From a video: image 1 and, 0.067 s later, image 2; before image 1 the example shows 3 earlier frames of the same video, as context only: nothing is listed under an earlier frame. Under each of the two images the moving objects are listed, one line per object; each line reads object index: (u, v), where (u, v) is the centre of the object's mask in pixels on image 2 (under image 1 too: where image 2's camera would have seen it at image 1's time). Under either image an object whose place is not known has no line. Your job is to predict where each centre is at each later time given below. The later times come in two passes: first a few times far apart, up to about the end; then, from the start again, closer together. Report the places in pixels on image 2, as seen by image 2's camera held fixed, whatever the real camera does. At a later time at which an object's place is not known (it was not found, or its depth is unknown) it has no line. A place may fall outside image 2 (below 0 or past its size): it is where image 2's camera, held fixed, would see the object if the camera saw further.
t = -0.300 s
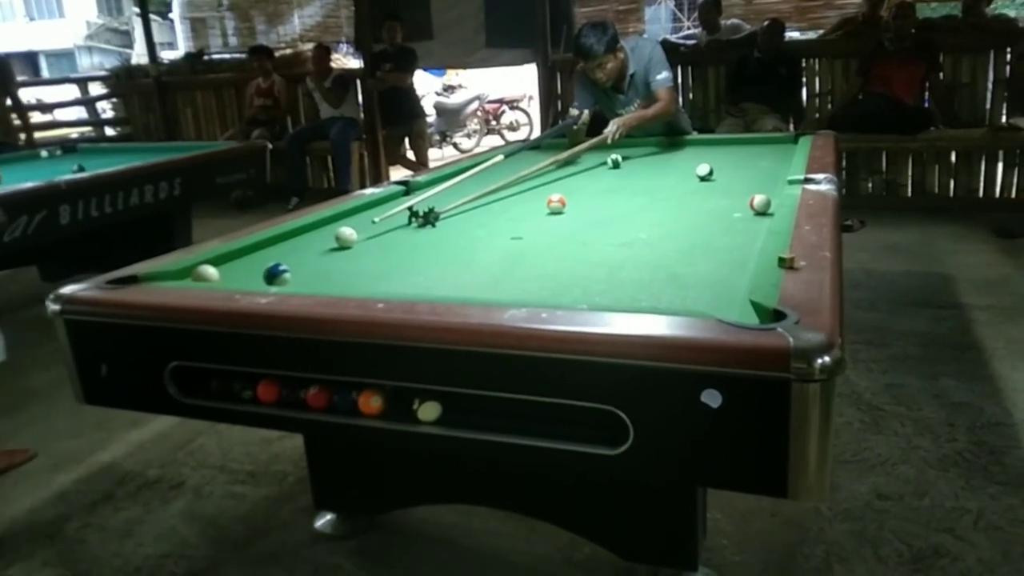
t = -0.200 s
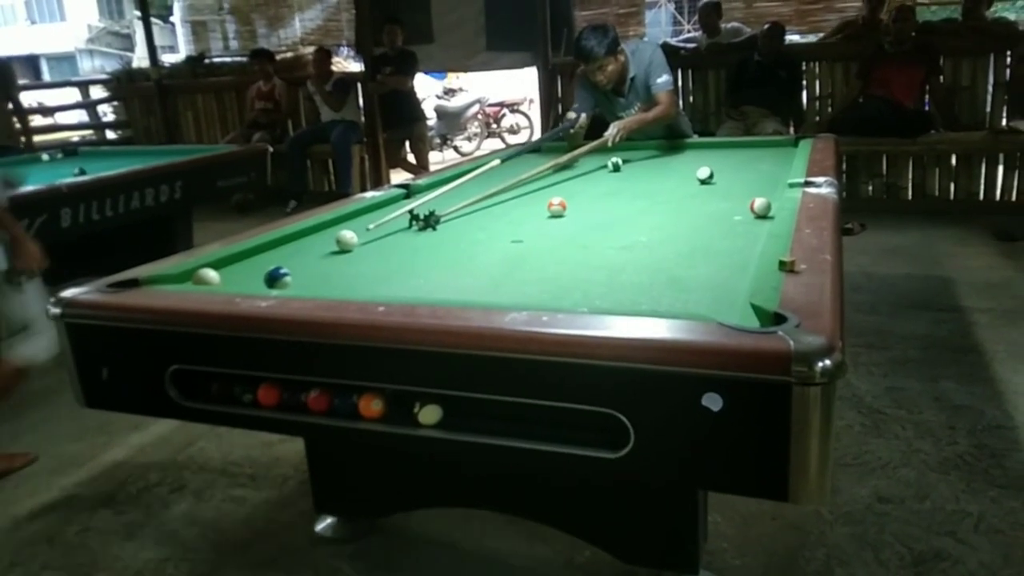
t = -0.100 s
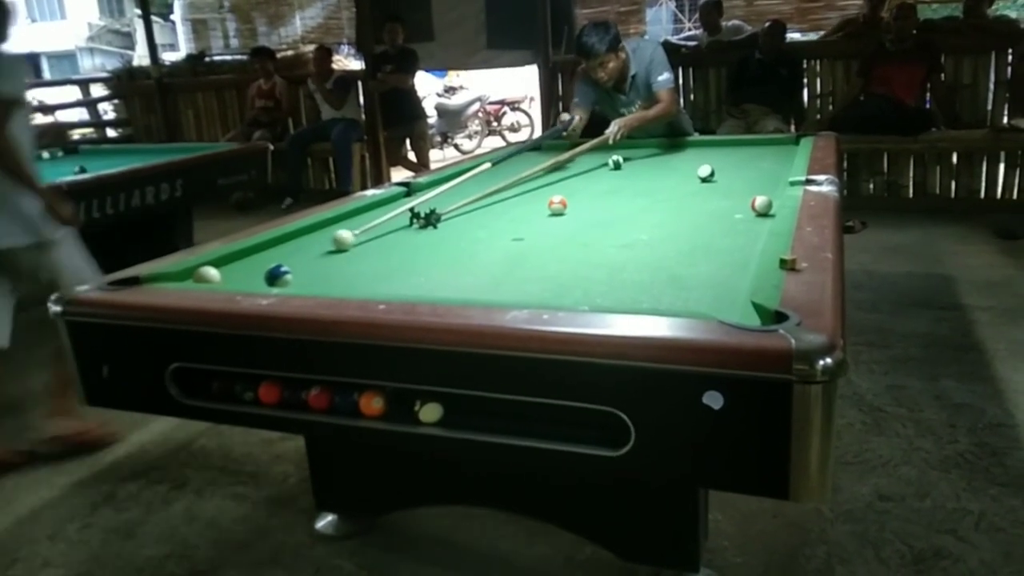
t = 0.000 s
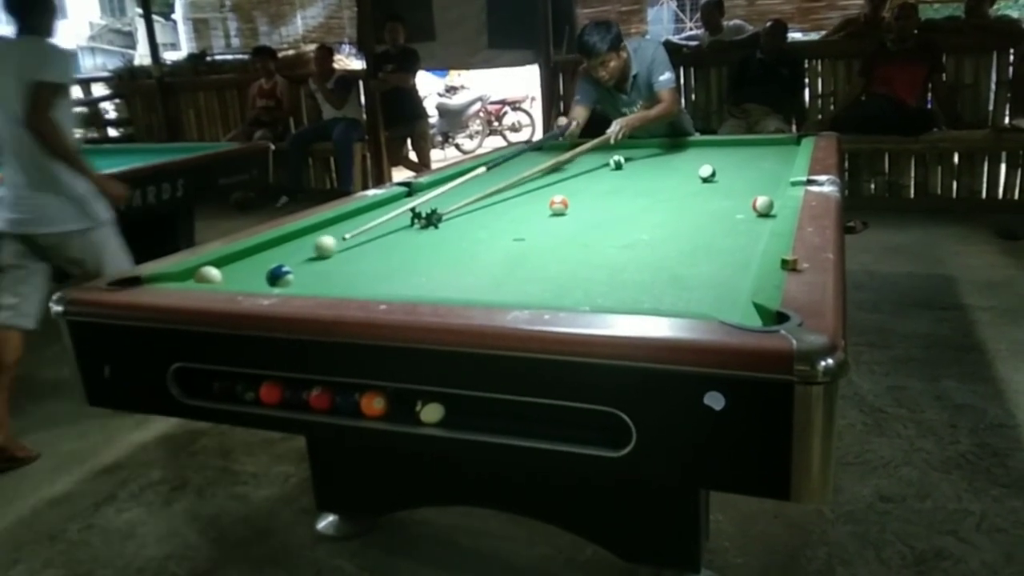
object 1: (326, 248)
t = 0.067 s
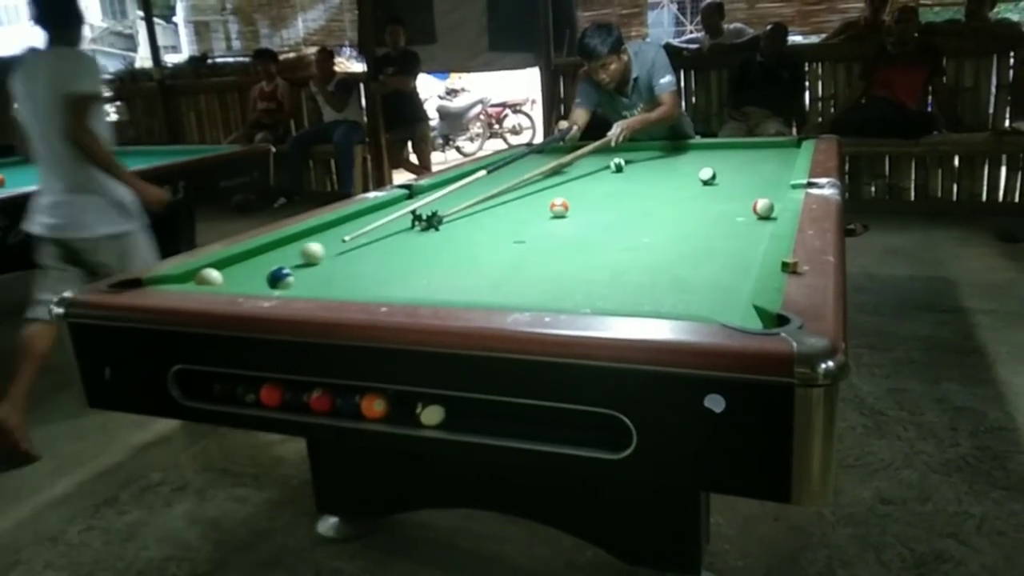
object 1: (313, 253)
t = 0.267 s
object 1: (268, 265)
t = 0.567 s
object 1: (228, 281)
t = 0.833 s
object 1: (255, 278)
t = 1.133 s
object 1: (260, 277)
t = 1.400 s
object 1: (263, 275)
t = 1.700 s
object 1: (264, 274)
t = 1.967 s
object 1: (265, 274)
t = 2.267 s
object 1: (265, 274)
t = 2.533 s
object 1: (265, 274)
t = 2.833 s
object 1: (265, 274)
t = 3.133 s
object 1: (265, 274)
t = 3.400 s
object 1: (265, 274)
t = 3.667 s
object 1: (265, 274)
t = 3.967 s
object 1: (266, 274)
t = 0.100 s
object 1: (306, 255)
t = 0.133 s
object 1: (299, 257)
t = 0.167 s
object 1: (292, 259)
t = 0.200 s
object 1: (285, 259)
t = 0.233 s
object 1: (276, 261)
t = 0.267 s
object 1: (268, 265)
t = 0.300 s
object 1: (261, 269)
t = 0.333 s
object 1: (254, 272)
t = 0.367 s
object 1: (246, 274)
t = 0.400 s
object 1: (239, 276)
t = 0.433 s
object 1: (235, 277)
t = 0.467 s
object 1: (234, 278)
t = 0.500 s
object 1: (232, 279)
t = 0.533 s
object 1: (230, 280)
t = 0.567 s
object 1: (228, 281)
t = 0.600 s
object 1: (230, 281)
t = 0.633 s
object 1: (235, 281)
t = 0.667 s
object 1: (239, 280)
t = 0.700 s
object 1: (244, 280)
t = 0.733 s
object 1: (249, 279)
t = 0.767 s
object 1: (253, 279)
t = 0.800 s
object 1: (254, 279)
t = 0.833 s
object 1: (255, 278)
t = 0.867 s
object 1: (256, 278)
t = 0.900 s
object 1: (256, 278)
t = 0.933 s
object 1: (257, 278)
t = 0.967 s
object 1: (258, 278)
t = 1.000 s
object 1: (258, 277)
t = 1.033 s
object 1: (259, 277)
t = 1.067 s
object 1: (259, 277)
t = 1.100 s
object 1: (260, 277)
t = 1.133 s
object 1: (260, 277)
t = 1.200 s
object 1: (261, 276)
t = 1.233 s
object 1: (262, 276)
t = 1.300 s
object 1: (262, 276)
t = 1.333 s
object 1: (263, 275)
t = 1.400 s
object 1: (263, 275)
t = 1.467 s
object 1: (263, 275)
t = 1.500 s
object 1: (264, 275)
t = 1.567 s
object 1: (264, 275)
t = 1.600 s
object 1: (264, 275)
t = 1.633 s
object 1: (264, 274)
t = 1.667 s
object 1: (264, 274)
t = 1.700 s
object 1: (264, 274)
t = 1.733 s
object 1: (264, 274)
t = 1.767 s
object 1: (264, 274)
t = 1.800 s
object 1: (265, 274)
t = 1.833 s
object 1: (264, 274)
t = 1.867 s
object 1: (265, 274)
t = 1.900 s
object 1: (265, 274)
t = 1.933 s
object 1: (265, 274)
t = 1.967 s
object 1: (265, 274)
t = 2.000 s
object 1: (265, 274)
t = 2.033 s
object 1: (265, 274)
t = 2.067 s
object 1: (265, 274)
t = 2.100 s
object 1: (265, 274)
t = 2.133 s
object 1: (265, 274)
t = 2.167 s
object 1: (265, 274)
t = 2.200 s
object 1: (265, 274)
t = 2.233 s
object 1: (265, 274)
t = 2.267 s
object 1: (265, 274)
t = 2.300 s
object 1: (265, 274)
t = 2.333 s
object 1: (265, 274)
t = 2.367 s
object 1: (265, 274)
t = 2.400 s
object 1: (265, 274)
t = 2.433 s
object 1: (265, 274)
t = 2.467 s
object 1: (265, 274)
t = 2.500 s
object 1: (265, 274)
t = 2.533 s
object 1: (265, 274)
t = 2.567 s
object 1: (265, 274)
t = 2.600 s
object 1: (265, 274)
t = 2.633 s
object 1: (265, 274)
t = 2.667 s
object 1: (265, 274)
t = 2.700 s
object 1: (265, 274)
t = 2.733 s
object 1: (265, 274)
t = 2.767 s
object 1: (265, 274)
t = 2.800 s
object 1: (265, 274)
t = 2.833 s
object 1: (265, 274)
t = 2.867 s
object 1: (265, 274)
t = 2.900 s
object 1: (265, 274)
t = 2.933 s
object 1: (265, 274)
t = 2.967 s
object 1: (265, 274)
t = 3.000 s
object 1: (265, 274)
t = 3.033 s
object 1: (265, 274)
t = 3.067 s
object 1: (265, 274)
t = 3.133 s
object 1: (265, 274)
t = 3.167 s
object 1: (265, 274)
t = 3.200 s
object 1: (265, 274)
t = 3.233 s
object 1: (265, 274)
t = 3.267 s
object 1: (265, 274)
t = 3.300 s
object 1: (265, 274)
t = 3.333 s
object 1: (265, 274)
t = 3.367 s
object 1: (265, 274)
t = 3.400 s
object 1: (265, 274)
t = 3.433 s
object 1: (265, 274)
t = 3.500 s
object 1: (265, 274)
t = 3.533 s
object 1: (265, 274)
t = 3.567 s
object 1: (265, 274)
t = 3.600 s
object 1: (265, 274)
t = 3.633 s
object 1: (265, 274)
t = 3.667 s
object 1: (265, 274)
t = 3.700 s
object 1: (265, 274)
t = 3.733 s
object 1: (265, 274)
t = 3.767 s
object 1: (265, 274)
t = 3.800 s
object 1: (265, 274)
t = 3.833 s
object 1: (266, 274)
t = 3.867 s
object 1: (265, 274)
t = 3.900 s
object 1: (265, 274)
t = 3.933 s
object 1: (265, 274)
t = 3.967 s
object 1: (266, 274)
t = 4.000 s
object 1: (266, 274)
